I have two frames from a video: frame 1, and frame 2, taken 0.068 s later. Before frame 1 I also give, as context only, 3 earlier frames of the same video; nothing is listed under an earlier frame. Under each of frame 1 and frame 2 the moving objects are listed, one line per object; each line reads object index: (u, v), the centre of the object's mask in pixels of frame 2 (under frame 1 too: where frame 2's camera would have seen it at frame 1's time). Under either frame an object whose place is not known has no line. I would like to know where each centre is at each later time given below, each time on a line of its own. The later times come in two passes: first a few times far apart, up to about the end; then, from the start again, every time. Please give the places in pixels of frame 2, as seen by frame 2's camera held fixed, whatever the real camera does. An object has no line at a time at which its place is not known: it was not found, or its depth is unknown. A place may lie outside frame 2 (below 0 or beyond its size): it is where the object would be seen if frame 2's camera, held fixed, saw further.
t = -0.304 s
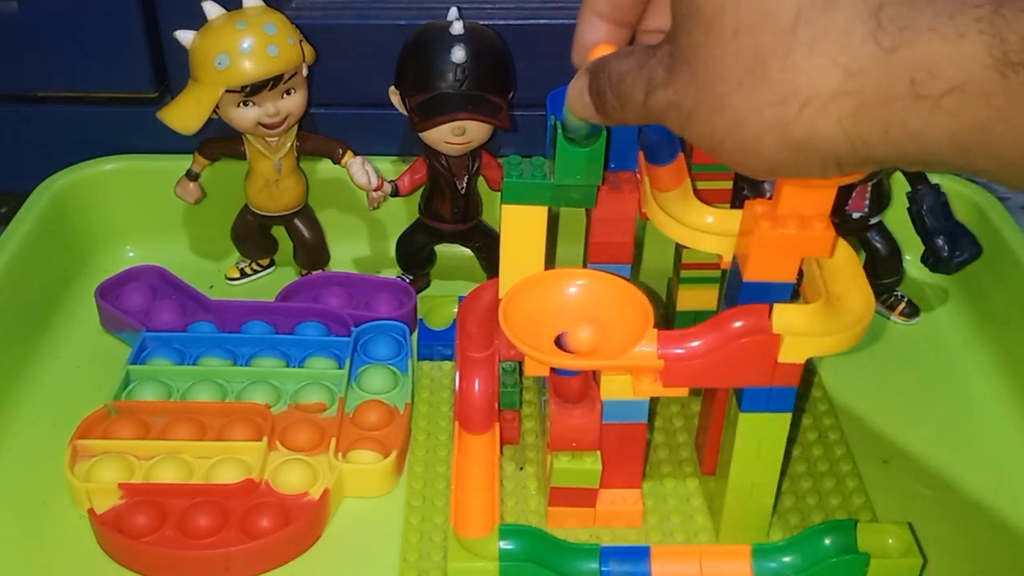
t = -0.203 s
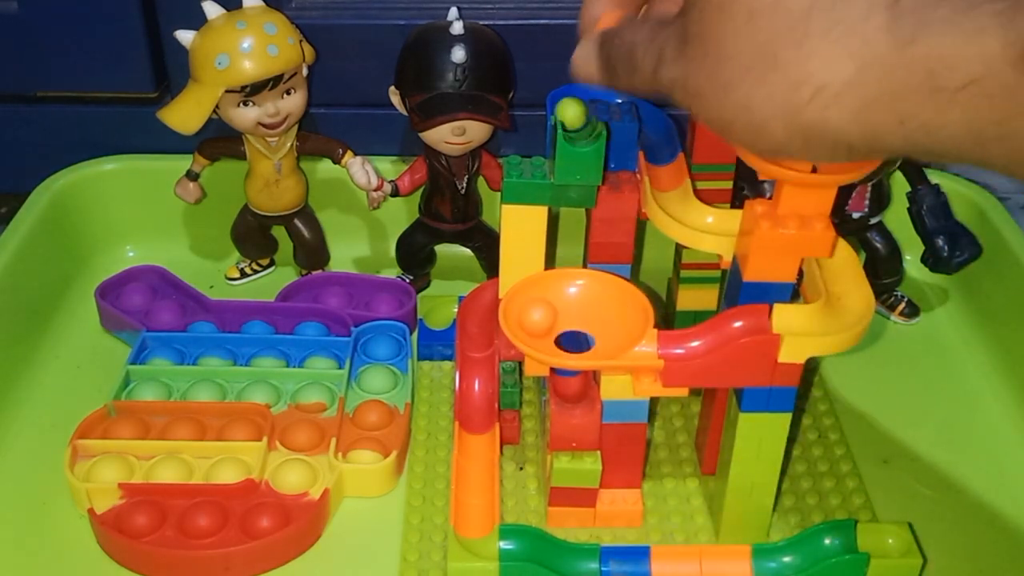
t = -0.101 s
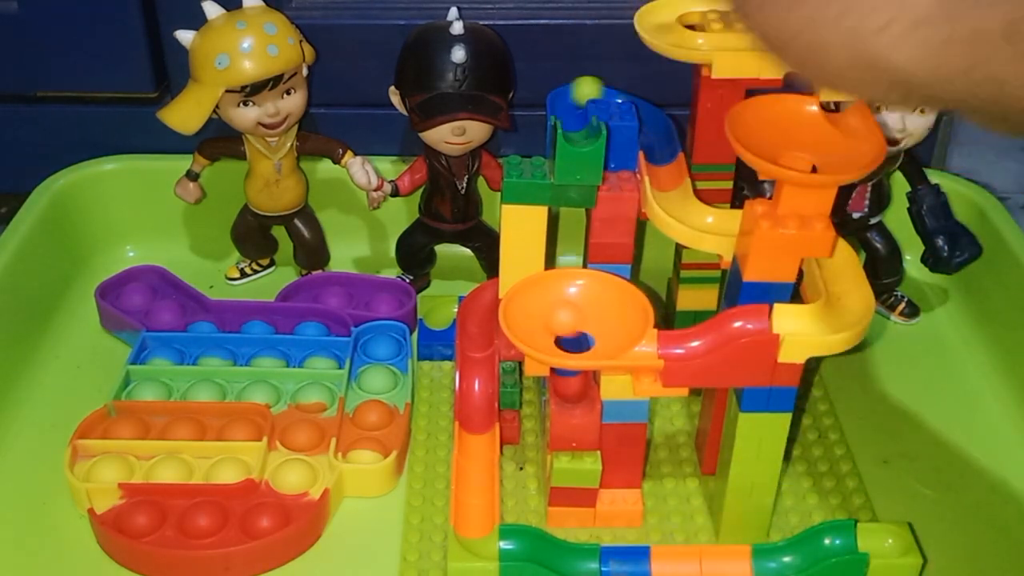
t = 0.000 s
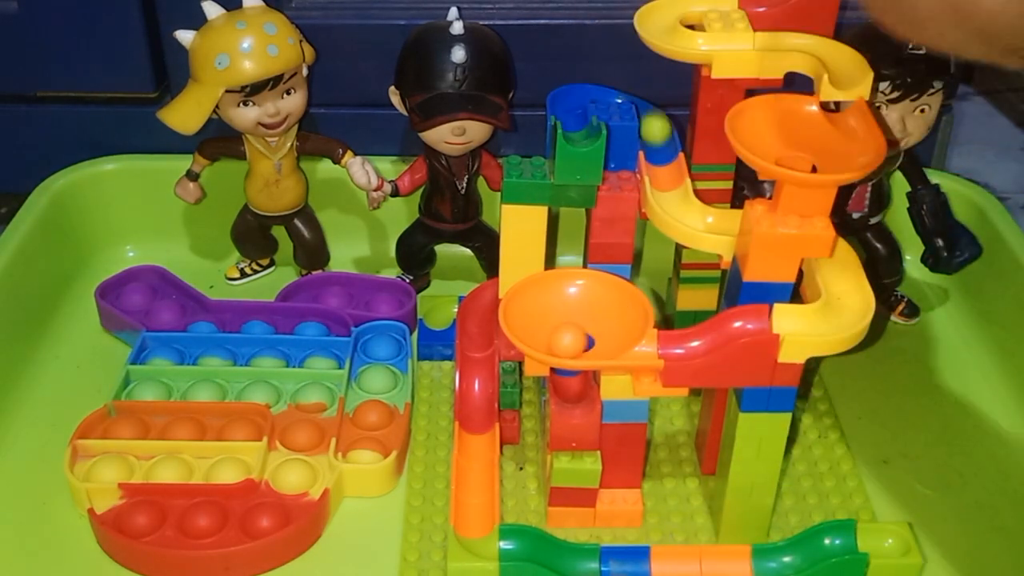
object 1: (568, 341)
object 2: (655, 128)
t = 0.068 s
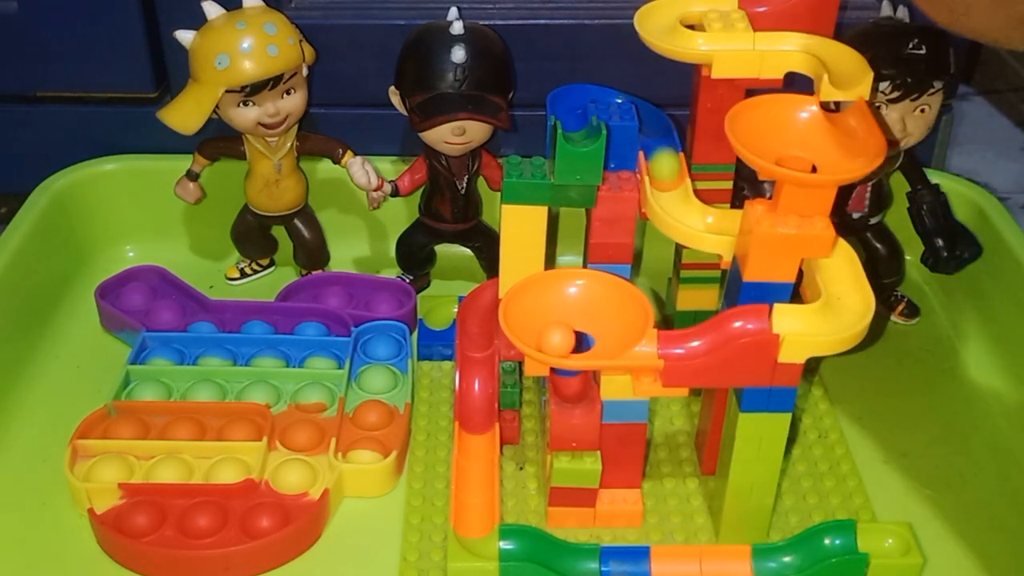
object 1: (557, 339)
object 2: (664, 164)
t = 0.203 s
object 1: (588, 331)
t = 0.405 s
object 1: (564, 324)
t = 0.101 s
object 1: (556, 336)
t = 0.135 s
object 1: (562, 330)
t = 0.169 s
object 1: (577, 331)
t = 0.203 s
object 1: (588, 331)
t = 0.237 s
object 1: (591, 336)
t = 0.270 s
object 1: (587, 340)
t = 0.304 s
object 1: (579, 340)
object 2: (836, 253)
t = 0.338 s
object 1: (571, 339)
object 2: (838, 272)
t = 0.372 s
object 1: (563, 332)
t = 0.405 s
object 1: (564, 324)
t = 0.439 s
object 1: (577, 321)
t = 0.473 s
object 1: (587, 323)
